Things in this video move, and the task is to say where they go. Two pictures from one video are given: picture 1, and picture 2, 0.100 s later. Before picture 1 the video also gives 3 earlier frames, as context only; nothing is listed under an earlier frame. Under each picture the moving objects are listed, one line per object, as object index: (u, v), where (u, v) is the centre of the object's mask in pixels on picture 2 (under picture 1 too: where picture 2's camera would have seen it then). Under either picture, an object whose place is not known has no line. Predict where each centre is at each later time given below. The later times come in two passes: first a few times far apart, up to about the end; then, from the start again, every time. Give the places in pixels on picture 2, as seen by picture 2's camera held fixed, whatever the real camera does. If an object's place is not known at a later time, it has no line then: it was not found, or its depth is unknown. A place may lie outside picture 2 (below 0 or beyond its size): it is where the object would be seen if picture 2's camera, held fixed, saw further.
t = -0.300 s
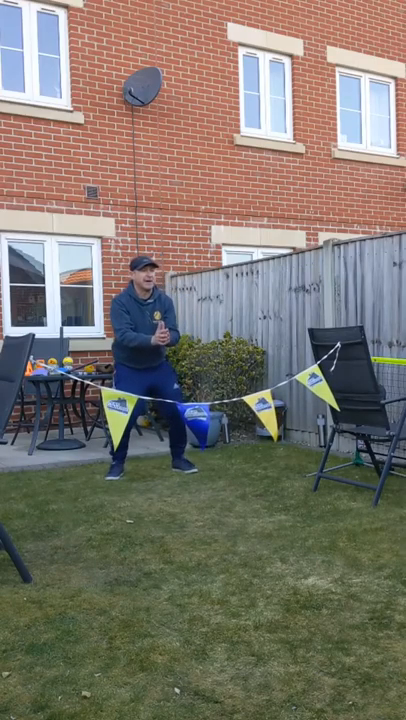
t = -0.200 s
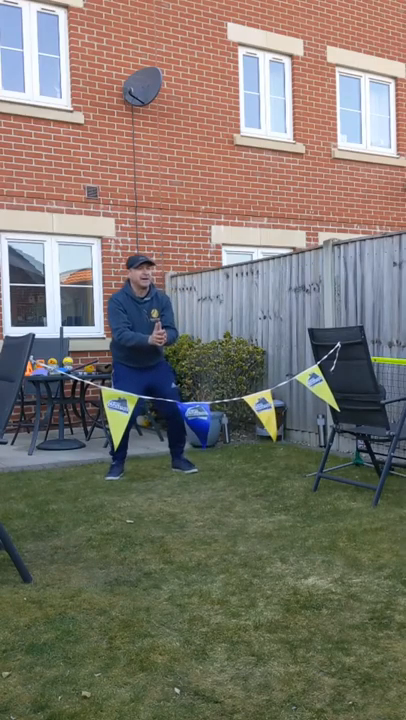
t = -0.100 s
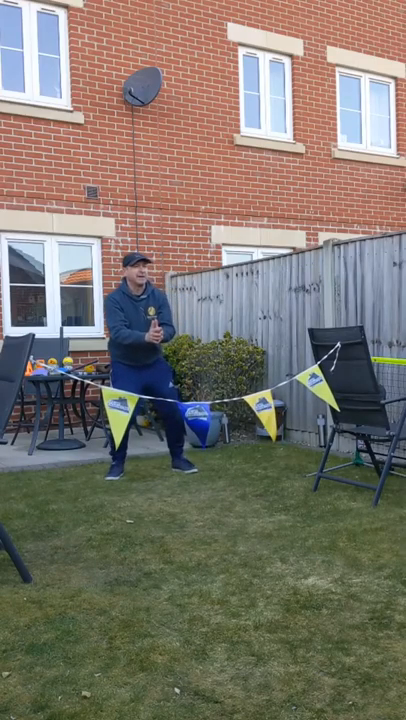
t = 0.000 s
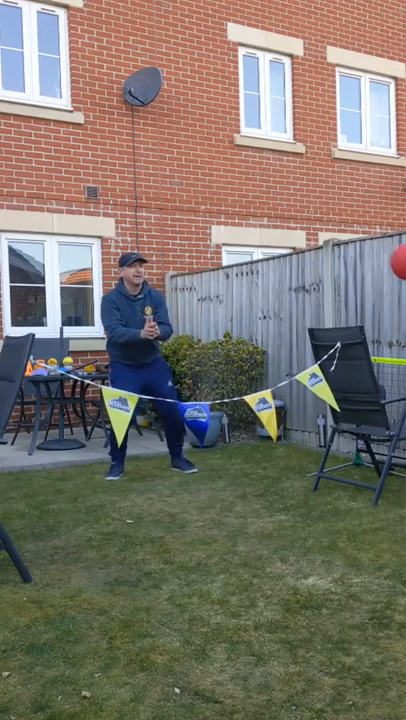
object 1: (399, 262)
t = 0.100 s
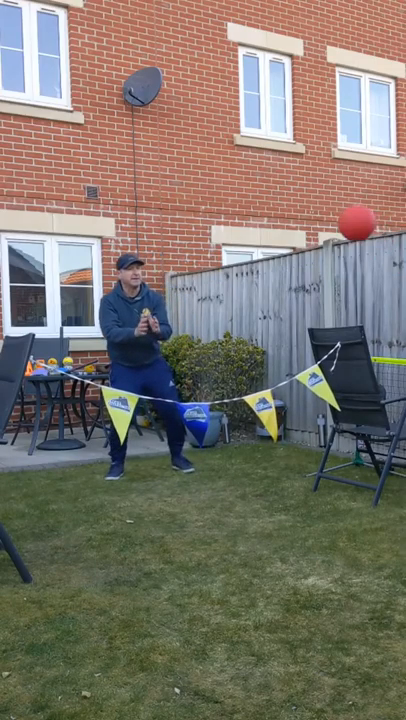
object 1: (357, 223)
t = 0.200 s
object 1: (311, 210)
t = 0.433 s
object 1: (226, 258)
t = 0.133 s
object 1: (340, 216)
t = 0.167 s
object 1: (325, 212)
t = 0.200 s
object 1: (311, 210)
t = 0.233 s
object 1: (297, 211)
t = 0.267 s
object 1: (283, 214)
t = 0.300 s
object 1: (271, 219)
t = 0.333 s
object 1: (258, 226)
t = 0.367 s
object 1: (247, 235)
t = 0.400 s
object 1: (236, 246)
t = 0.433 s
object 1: (226, 258)
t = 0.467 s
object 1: (216, 272)
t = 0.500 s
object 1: (207, 288)
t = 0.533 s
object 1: (198, 304)
